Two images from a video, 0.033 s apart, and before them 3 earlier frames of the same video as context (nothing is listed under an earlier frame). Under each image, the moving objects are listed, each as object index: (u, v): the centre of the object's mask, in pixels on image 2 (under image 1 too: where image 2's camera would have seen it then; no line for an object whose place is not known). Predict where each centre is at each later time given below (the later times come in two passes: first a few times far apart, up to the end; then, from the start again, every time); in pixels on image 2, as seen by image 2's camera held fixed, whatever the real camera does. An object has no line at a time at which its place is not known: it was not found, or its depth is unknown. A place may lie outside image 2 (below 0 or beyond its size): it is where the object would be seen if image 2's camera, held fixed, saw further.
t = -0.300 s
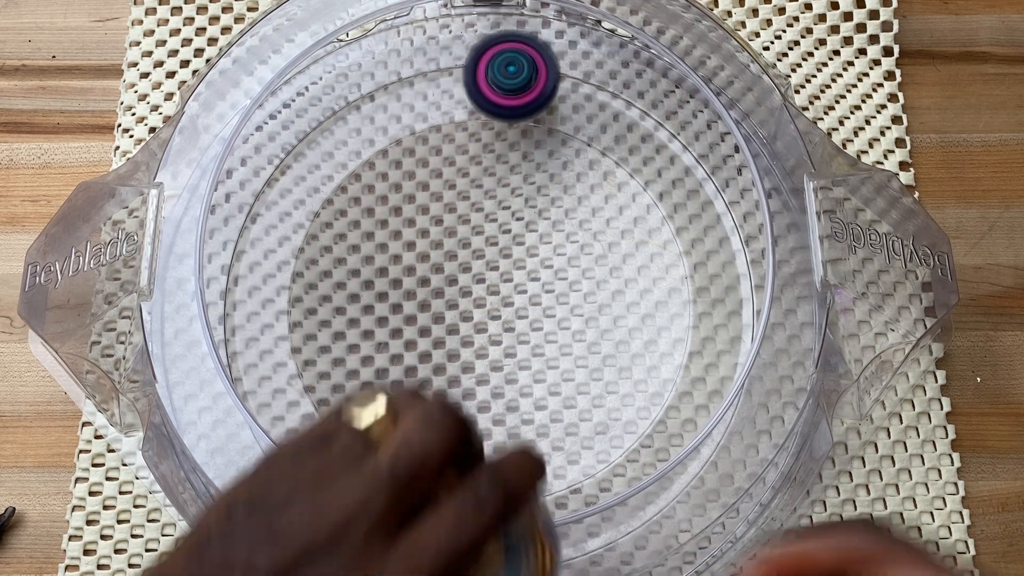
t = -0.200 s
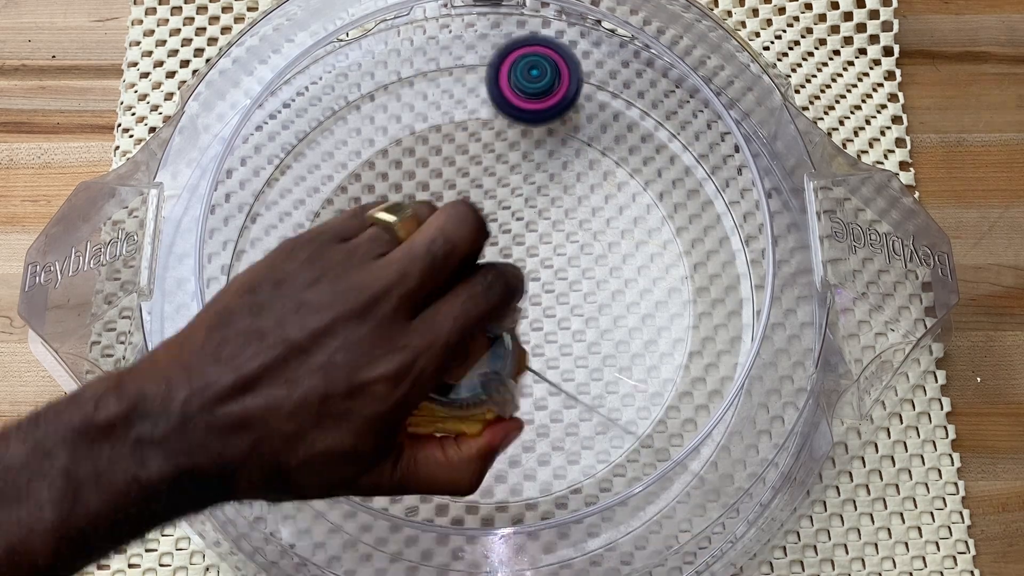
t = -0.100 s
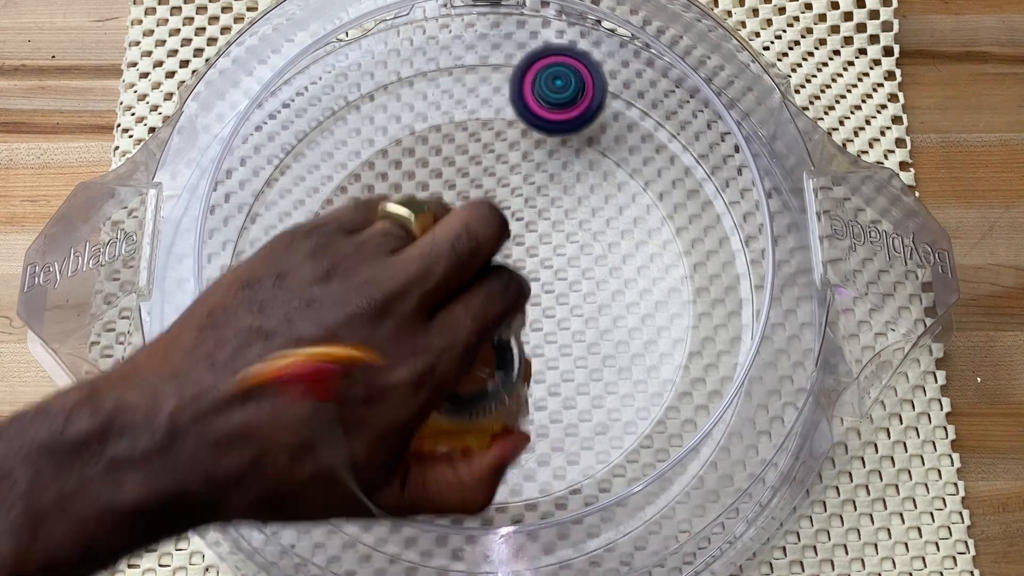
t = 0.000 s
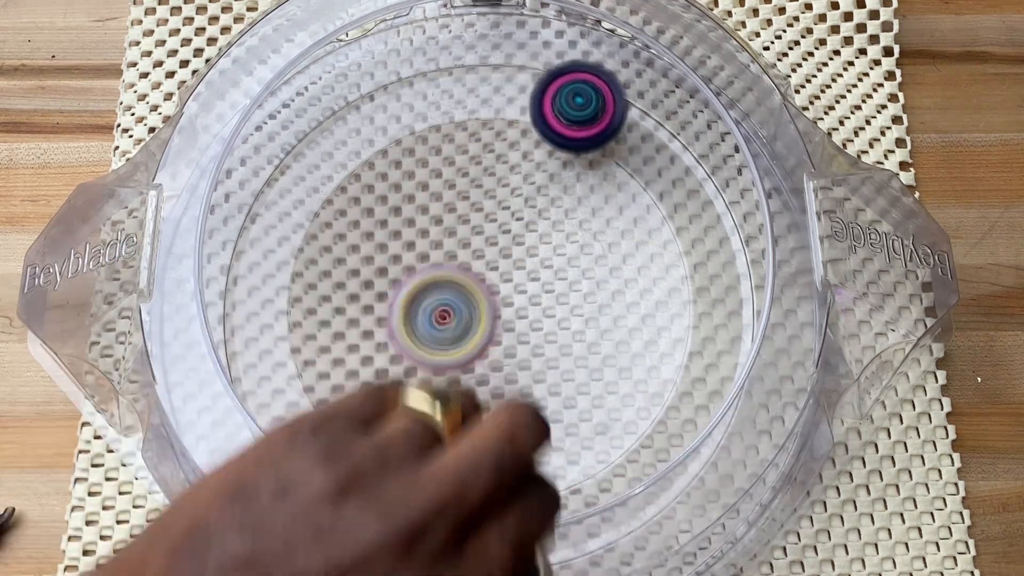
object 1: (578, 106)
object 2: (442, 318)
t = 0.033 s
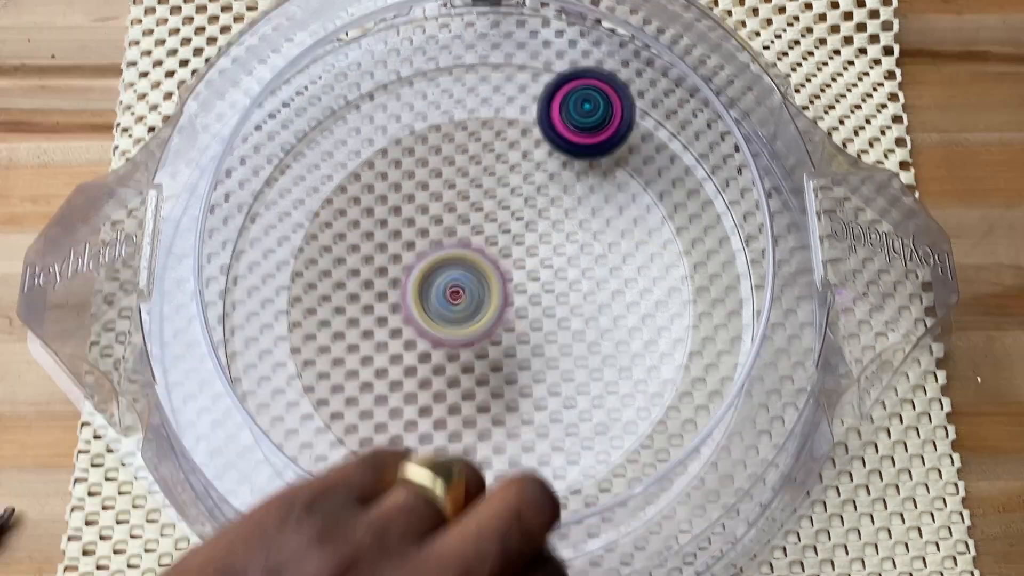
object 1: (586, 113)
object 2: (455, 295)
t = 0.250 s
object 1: (631, 231)
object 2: (509, 209)
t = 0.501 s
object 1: (477, 426)
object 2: (451, 280)
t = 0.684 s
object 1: (272, 432)
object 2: (497, 289)
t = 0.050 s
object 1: (590, 117)
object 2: (461, 288)
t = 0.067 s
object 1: (594, 121)
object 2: (468, 283)
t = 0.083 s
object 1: (598, 126)
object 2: (475, 279)
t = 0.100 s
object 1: (602, 131)
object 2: (478, 267)
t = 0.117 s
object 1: (606, 136)
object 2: (482, 255)
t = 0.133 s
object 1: (611, 142)
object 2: (488, 245)
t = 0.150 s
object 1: (615, 150)
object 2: (491, 237)
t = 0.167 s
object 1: (619, 160)
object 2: (495, 229)
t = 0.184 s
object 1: (622, 172)
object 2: (500, 224)
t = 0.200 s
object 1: (624, 185)
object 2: (503, 217)
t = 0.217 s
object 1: (627, 199)
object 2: (505, 212)
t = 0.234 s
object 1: (629, 215)
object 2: (506, 209)
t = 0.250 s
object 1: (631, 231)
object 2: (509, 209)
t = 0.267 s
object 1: (633, 248)
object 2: (510, 207)
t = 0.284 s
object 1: (633, 265)
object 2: (510, 207)
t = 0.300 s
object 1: (632, 283)
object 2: (510, 208)
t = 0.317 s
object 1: (630, 302)
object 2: (508, 209)
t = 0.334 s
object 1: (625, 319)
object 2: (506, 211)
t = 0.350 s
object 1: (618, 337)
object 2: (503, 215)
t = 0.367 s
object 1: (608, 354)
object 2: (500, 219)
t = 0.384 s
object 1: (598, 369)
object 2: (495, 224)
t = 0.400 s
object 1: (585, 384)
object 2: (490, 229)
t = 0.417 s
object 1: (570, 396)
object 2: (484, 235)
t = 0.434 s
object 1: (554, 407)
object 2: (477, 243)
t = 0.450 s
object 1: (535, 416)
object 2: (470, 250)
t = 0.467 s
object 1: (517, 422)
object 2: (463, 259)
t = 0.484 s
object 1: (497, 426)
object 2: (456, 269)
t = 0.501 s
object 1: (477, 426)
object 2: (451, 280)
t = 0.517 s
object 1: (458, 425)
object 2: (445, 291)
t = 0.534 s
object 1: (437, 420)
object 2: (442, 303)
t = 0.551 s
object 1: (419, 414)
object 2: (440, 314)
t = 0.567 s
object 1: (395, 423)
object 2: (443, 311)
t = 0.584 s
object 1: (374, 430)
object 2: (448, 308)
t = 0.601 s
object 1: (352, 434)
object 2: (454, 304)
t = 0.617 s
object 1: (336, 433)
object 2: (461, 301)
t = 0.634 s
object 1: (321, 429)
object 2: (469, 298)
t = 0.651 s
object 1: (301, 432)
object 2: (478, 295)
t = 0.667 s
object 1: (285, 433)
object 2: (487, 293)
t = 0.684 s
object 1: (272, 432)
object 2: (497, 289)
